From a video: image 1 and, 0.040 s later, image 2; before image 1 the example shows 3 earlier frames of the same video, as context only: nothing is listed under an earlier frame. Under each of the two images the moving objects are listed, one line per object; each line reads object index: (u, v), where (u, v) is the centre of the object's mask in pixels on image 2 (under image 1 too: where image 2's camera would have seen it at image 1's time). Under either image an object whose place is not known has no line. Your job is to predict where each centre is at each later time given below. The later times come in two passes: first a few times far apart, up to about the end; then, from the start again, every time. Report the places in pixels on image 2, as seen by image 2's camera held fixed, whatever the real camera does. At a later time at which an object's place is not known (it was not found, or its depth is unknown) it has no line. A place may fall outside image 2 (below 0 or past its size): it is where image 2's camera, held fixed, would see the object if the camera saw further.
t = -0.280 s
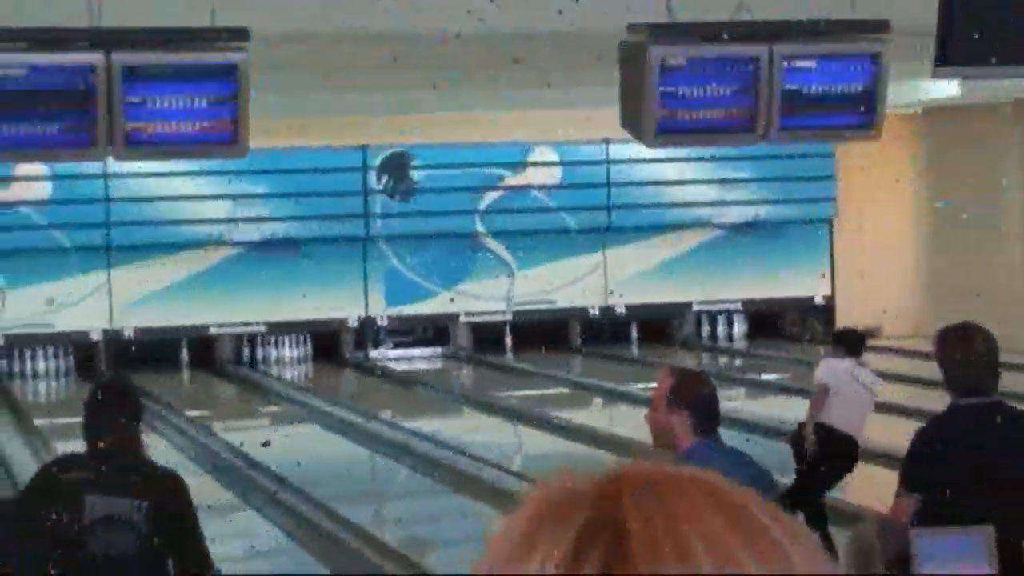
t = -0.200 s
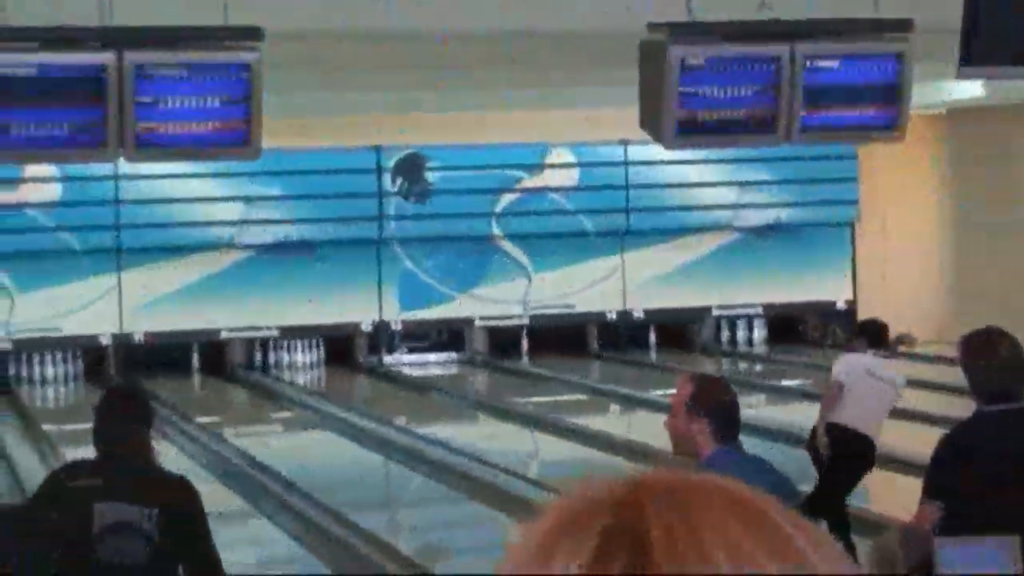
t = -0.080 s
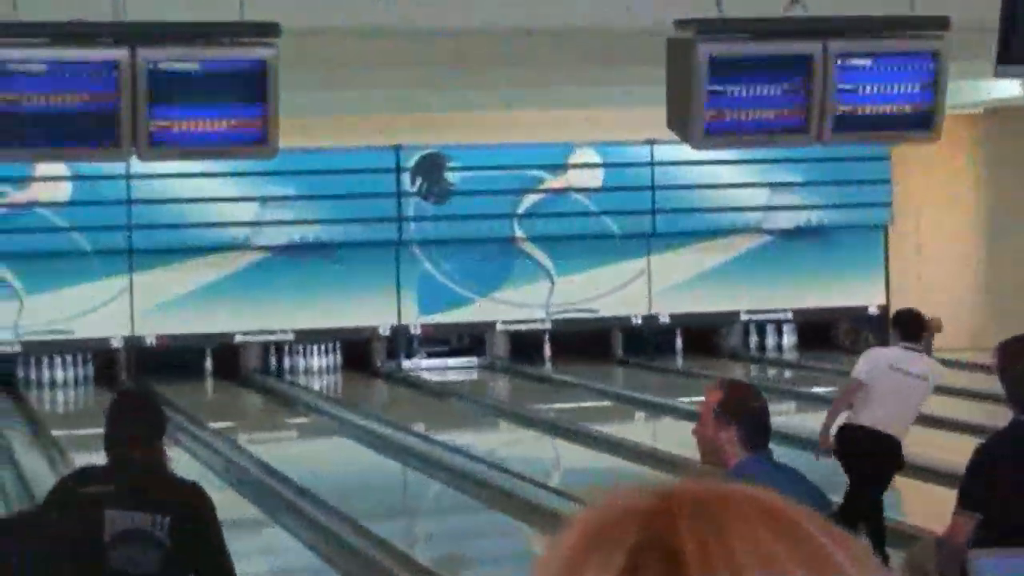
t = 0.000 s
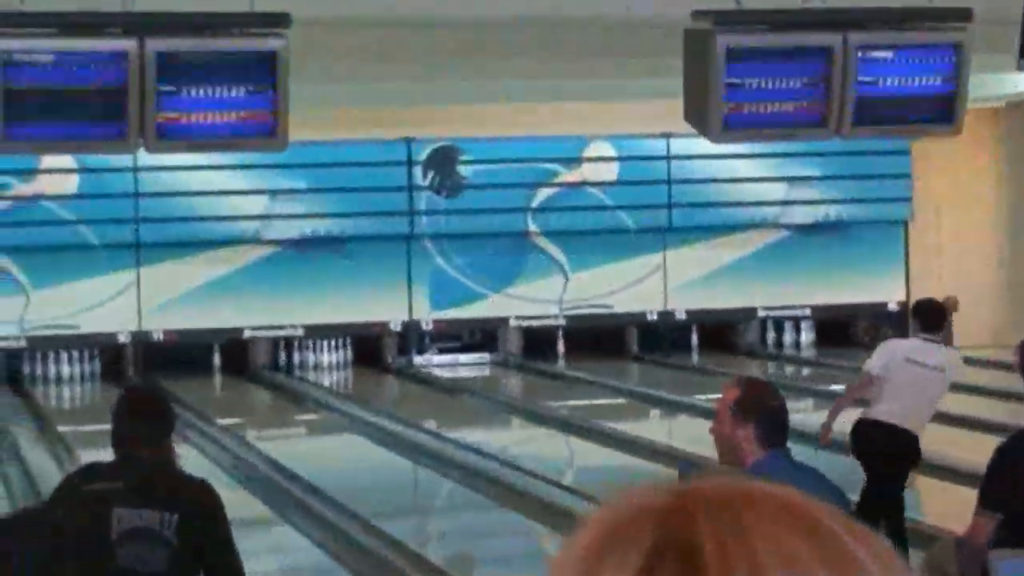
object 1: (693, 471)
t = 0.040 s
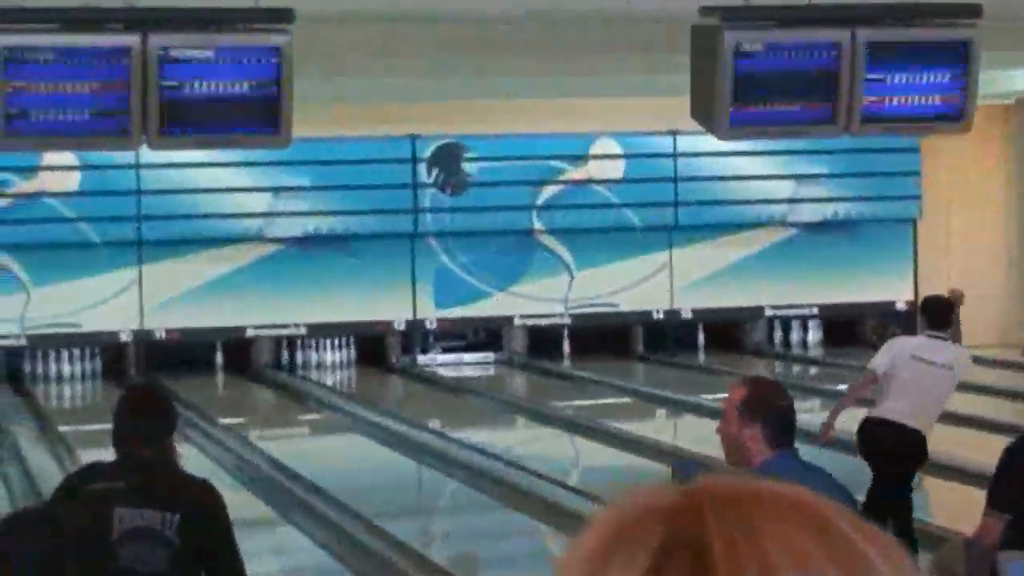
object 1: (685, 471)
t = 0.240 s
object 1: (623, 453)
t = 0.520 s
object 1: (554, 427)
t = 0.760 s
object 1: (505, 411)
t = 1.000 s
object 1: (462, 398)
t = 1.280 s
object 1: (416, 381)
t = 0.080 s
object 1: (673, 469)
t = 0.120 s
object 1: (659, 464)
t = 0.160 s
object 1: (647, 460)
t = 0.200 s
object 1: (635, 458)
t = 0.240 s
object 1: (623, 453)
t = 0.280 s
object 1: (612, 450)
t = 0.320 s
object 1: (601, 446)
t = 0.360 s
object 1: (592, 442)
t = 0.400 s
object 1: (582, 437)
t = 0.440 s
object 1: (574, 433)
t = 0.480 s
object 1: (564, 430)
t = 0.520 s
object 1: (554, 427)
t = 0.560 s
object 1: (545, 426)
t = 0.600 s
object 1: (536, 420)
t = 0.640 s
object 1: (528, 418)
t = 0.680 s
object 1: (520, 415)
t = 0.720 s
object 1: (513, 413)
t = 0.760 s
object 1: (505, 411)
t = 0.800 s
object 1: (498, 408)
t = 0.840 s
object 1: (491, 406)
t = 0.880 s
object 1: (482, 403)
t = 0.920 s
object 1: (476, 401)
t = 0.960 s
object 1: (469, 399)
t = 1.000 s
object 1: (462, 398)
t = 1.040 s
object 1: (455, 395)
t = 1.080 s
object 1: (450, 394)
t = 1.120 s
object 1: (443, 391)
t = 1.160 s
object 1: (435, 388)
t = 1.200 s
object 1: (430, 387)
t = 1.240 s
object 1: (424, 386)
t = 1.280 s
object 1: (416, 381)
